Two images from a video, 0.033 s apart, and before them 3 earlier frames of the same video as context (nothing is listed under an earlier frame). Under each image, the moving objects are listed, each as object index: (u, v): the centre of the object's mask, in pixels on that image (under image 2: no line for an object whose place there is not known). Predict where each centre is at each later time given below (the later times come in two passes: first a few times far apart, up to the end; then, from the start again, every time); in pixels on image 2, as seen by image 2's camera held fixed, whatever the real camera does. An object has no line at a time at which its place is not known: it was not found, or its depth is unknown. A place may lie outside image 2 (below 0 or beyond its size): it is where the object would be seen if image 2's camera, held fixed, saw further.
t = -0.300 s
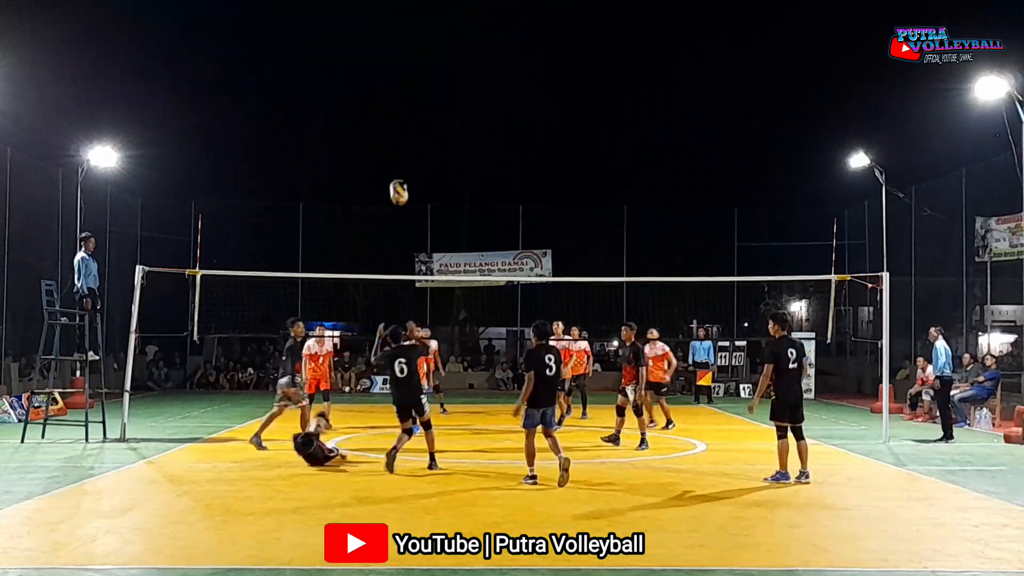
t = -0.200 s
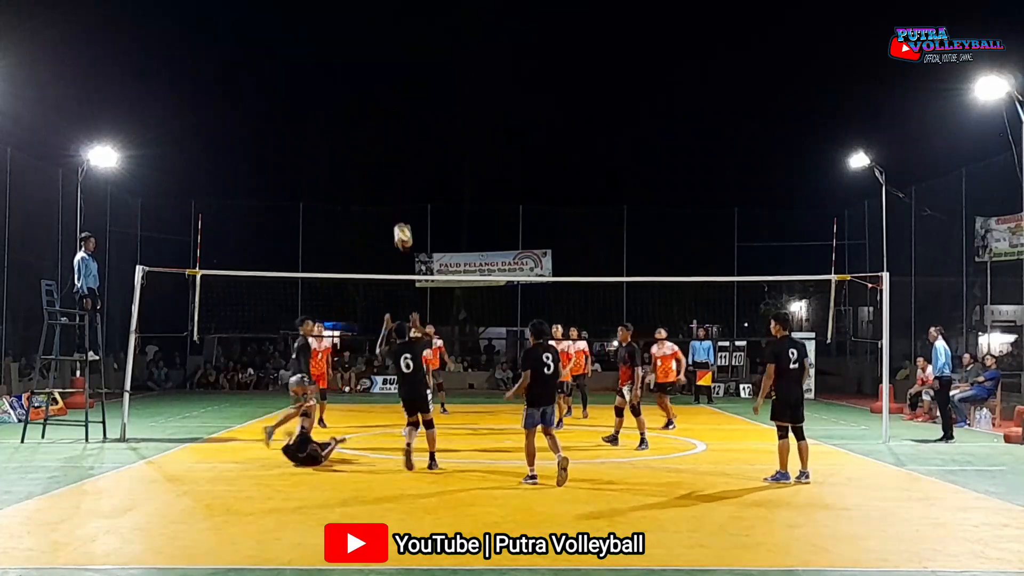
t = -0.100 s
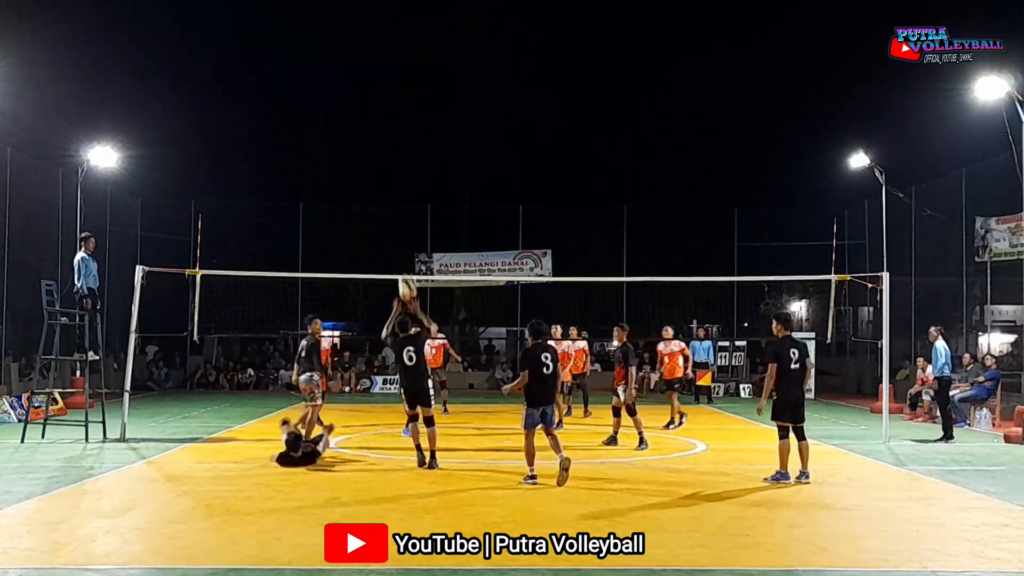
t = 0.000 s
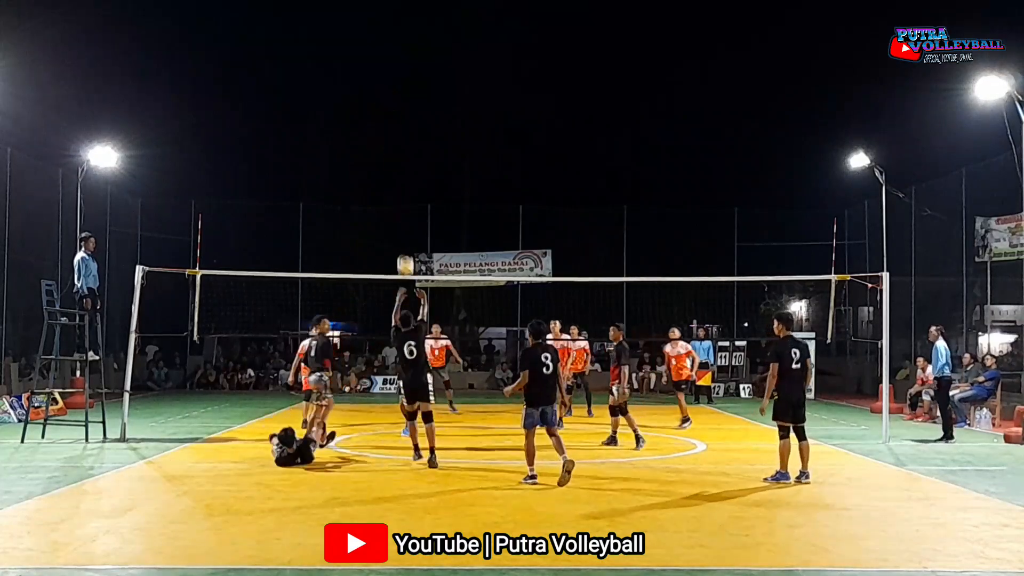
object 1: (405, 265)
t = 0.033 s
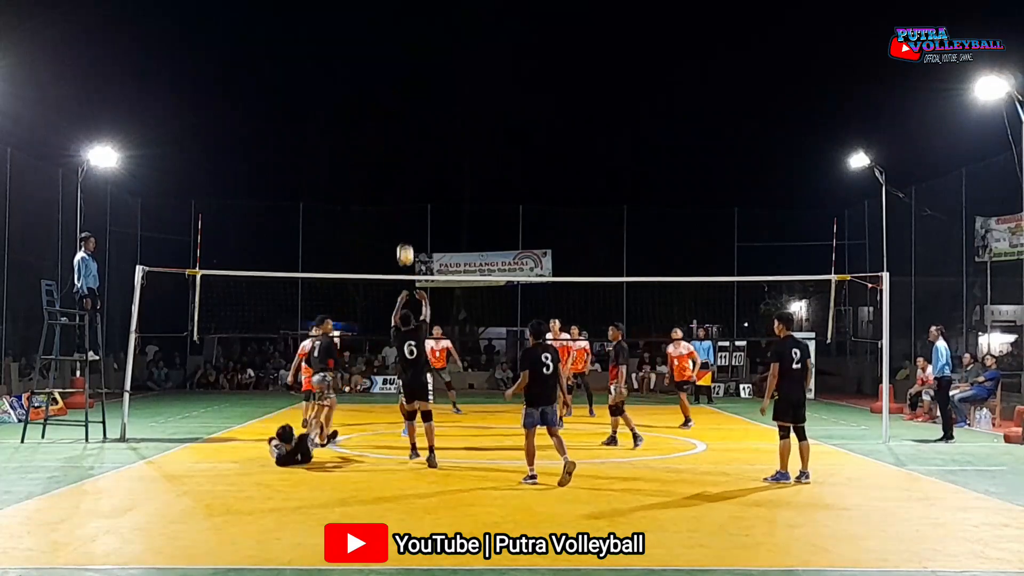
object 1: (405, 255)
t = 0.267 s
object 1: (402, 205)
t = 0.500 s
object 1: (398, 200)
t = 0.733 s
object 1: (395, 229)
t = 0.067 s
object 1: (405, 244)
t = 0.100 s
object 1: (404, 235)
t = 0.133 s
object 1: (404, 227)
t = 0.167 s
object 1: (403, 220)
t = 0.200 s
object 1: (403, 214)
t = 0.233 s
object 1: (402, 209)
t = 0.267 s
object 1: (402, 205)
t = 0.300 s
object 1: (401, 202)
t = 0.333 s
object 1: (400, 199)
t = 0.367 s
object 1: (400, 198)
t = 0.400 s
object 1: (399, 197)
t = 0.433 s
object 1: (399, 198)
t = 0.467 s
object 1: (398, 198)
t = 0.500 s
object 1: (398, 200)
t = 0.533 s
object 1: (397, 202)
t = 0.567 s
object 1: (397, 205)
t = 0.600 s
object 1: (396, 209)
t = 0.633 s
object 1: (396, 213)
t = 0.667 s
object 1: (395, 218)
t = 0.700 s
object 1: (395, 223)
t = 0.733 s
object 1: (395, 229)
